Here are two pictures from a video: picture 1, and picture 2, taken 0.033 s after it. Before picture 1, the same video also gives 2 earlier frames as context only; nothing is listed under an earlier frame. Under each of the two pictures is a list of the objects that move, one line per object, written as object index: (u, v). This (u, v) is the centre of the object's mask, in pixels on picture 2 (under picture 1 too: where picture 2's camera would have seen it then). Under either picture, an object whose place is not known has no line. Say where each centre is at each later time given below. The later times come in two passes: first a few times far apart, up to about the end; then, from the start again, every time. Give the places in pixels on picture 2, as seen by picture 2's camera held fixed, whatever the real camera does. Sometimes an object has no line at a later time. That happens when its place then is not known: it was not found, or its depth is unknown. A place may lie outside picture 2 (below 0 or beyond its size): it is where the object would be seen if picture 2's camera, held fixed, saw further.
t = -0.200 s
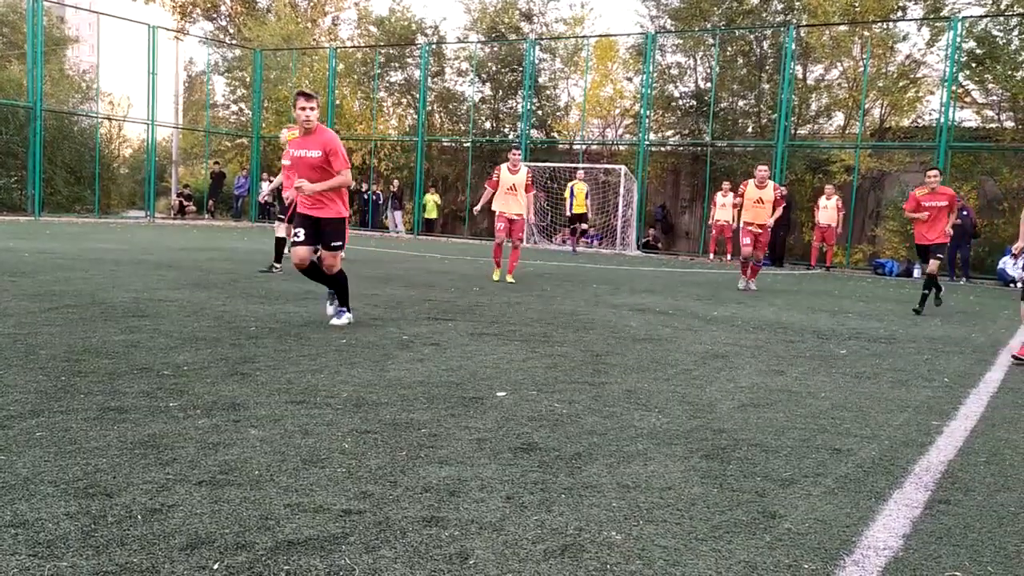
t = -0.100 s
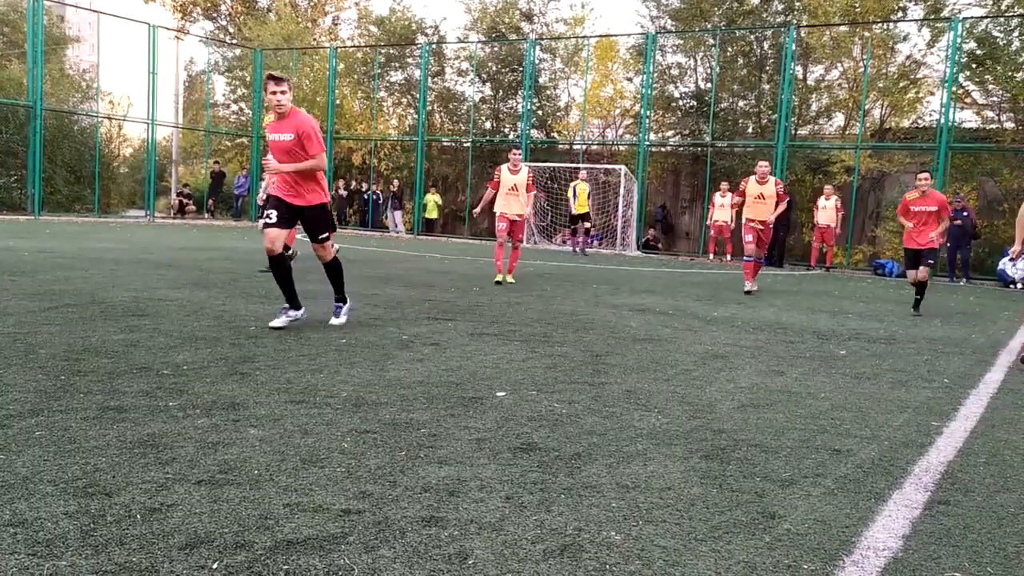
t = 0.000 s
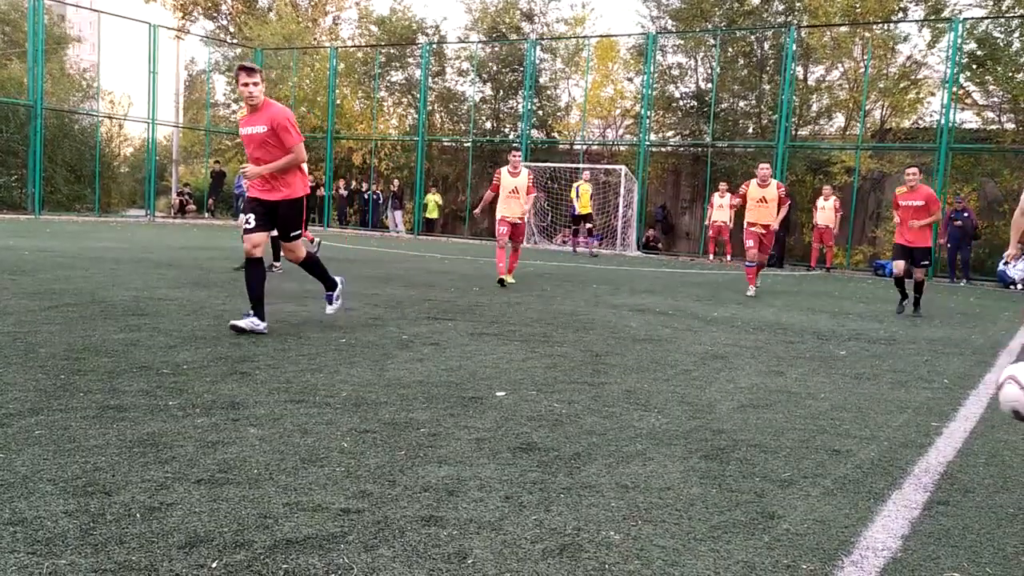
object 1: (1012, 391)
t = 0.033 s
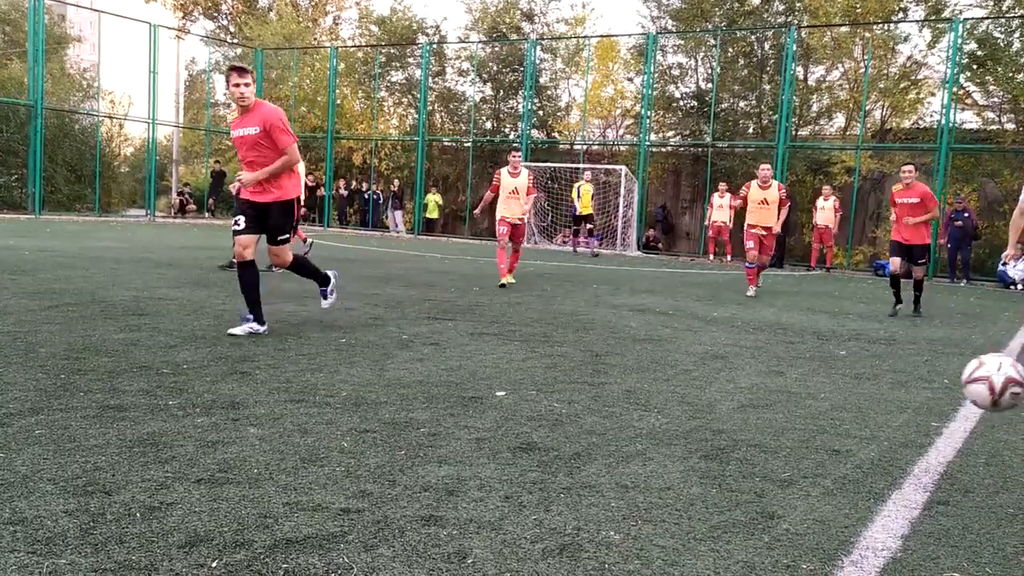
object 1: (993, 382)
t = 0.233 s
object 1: (819, 386)
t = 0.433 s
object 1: (731, 365)
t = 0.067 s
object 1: (962, 376)
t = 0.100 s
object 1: (931, 372)
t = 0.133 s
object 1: (902, 372)
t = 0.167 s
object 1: (872, 375)
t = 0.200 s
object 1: (845, 379)
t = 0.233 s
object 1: (819, 386)
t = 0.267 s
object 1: (794, 395)
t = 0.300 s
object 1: (769, 407)
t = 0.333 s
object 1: (758, 395)
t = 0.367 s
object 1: (750, 383)
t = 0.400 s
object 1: (741, 373)
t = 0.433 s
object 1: (731, 365)
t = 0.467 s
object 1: (722, 361)
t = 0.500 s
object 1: (713, 358)
